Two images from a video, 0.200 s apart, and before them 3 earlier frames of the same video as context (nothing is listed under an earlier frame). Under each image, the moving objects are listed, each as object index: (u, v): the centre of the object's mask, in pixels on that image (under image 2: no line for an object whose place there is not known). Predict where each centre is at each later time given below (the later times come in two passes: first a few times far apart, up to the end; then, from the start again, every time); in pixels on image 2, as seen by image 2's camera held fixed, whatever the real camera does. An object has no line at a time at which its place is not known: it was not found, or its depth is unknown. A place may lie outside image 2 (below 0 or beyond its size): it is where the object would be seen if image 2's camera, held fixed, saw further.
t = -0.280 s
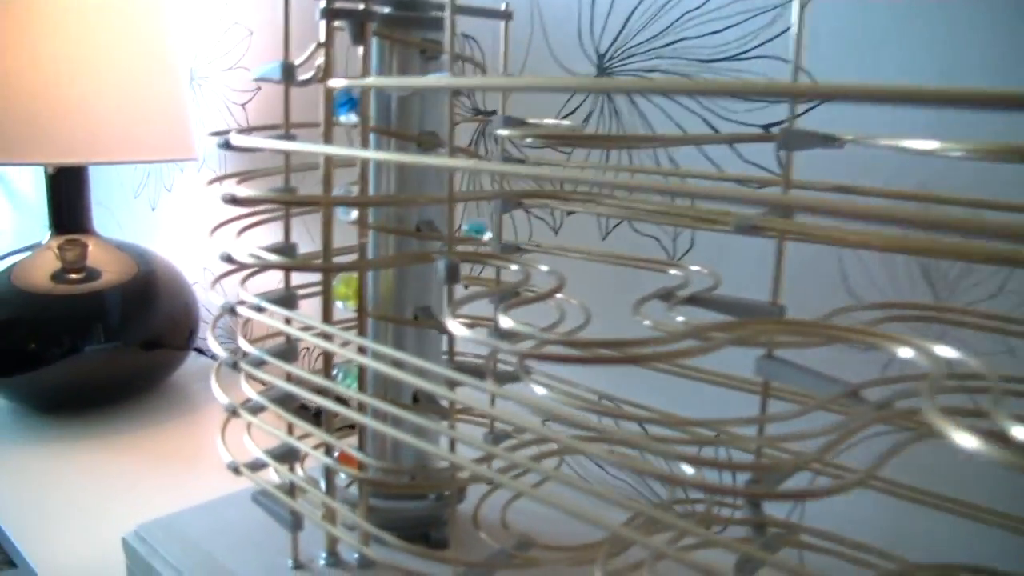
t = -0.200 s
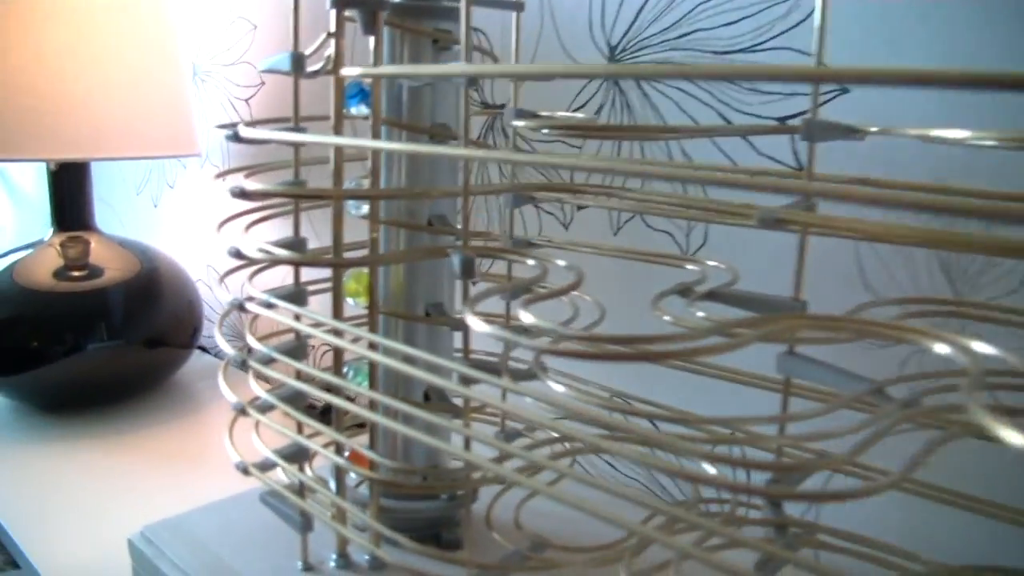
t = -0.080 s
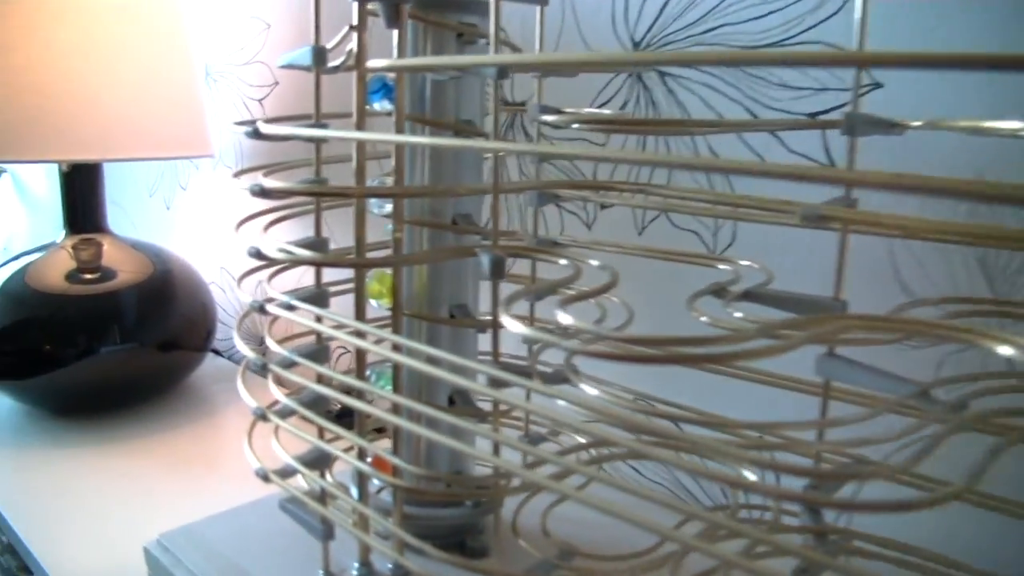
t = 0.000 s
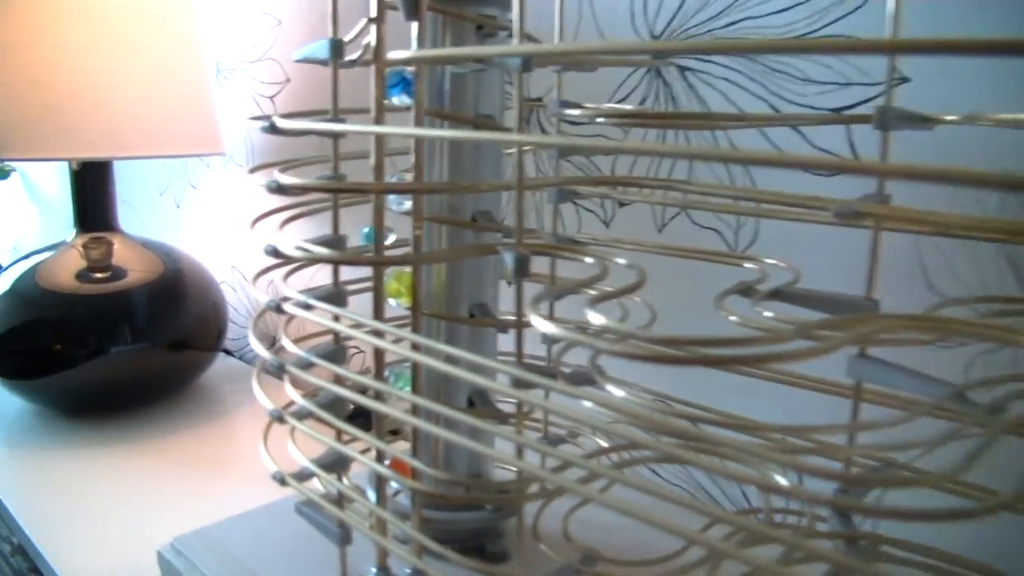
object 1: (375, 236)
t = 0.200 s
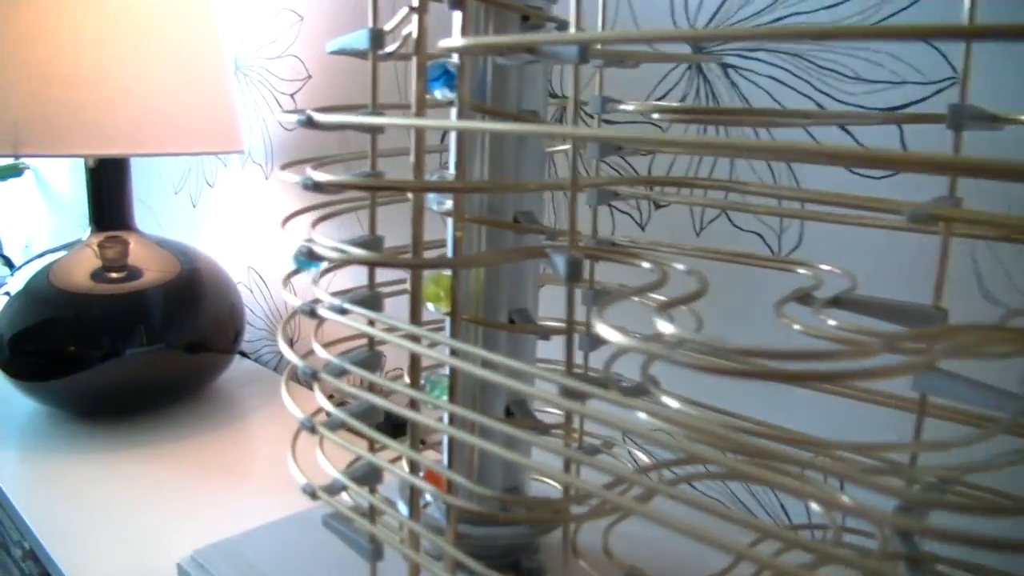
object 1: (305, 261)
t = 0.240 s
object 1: (298, 264)
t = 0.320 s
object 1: (300, 275)
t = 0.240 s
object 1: (298, 264)
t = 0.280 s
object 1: (297, 269)
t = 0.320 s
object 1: (300, 275)
